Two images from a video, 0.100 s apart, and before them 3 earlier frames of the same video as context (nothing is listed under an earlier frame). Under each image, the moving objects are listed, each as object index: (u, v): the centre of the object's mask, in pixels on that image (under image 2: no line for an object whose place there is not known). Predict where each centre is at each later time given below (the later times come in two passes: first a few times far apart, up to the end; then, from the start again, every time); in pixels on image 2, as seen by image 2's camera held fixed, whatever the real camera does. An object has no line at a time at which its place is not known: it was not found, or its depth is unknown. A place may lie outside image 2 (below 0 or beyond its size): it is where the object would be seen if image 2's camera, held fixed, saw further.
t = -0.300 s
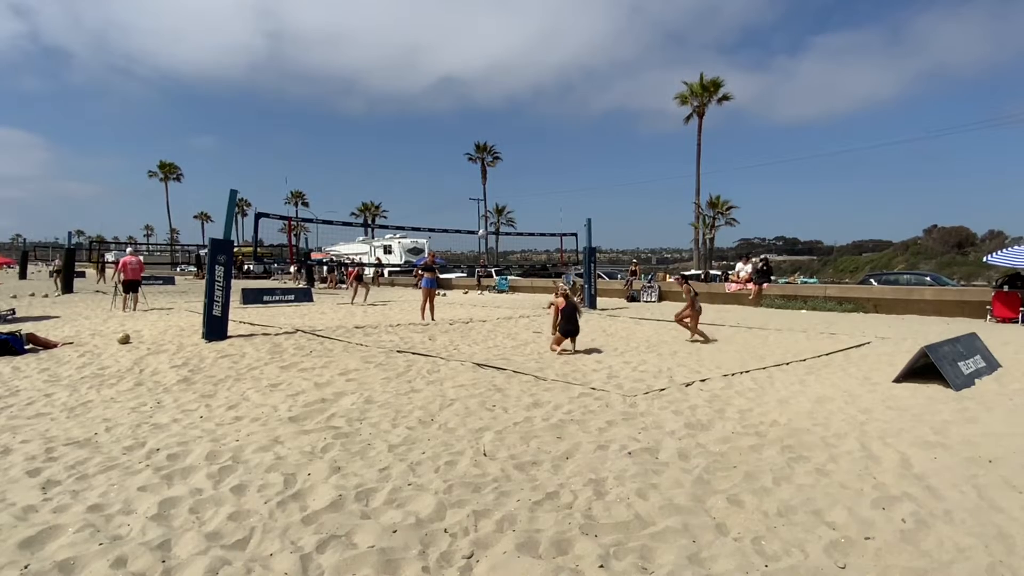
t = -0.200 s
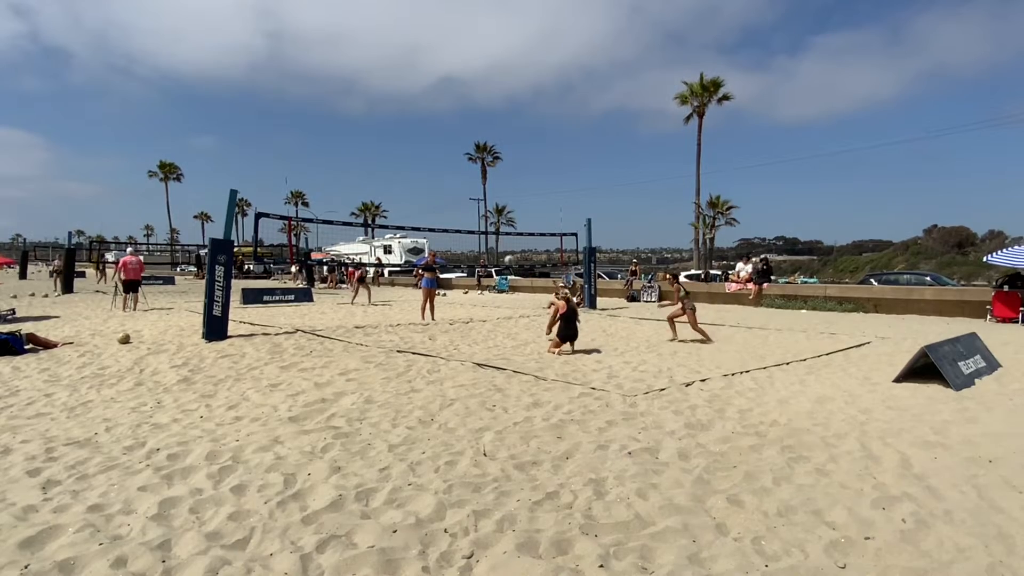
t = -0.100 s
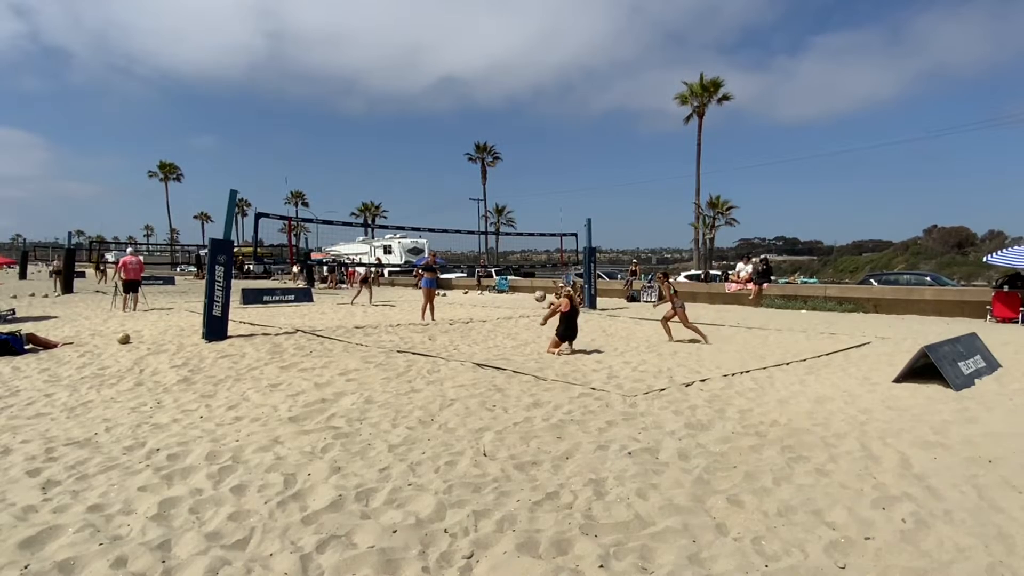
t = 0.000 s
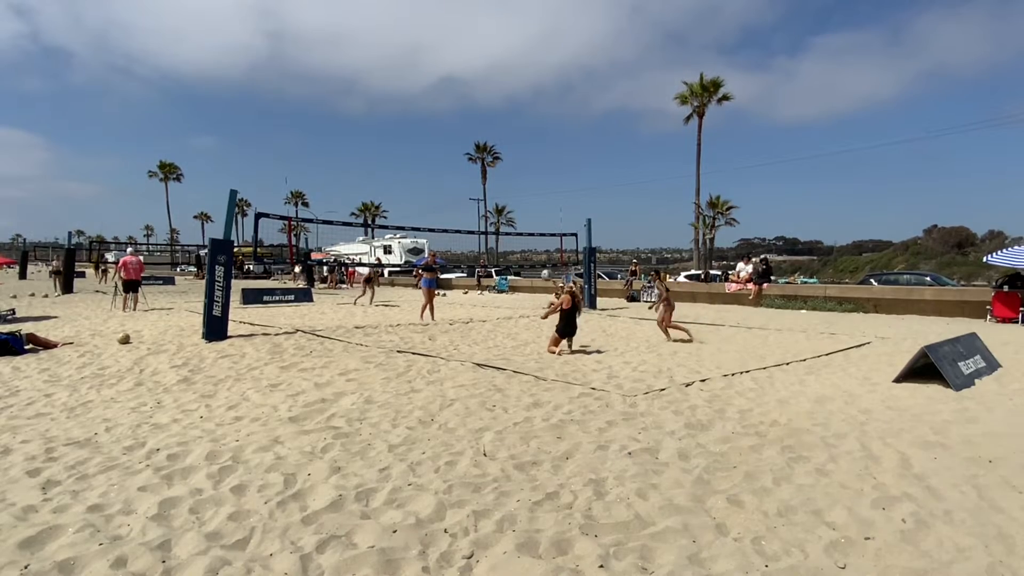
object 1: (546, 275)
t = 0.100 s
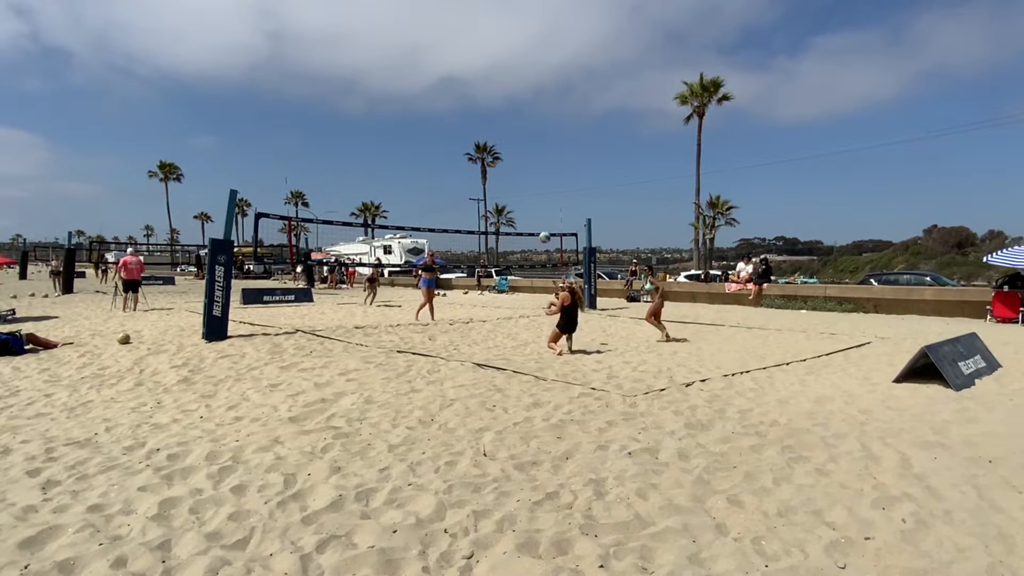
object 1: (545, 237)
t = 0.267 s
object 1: (542, 189)
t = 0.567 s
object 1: (539, 146)
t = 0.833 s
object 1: (537, 147)
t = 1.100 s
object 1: (536, 179)
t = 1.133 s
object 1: (536, 185)
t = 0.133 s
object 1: (544, 226)
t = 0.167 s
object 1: (543, 215)
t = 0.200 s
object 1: (543, 206)
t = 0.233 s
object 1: (542, 197)
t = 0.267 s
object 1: (542, 189)
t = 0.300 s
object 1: (541, 182)
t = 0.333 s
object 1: (541, 175)
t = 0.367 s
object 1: (541, 169)
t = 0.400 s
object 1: (541, 163)
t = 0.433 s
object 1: (540, 159)
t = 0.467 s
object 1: (540, 154)
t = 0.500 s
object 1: (540, 151)
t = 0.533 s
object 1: (539, 148)
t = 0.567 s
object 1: (539, 146)
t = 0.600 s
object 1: (539, 144)
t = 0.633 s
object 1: (539, 143)
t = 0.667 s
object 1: (539, 142)
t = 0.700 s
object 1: (538, 142)
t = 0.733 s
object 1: (538, 143)
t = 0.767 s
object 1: (538, 144)
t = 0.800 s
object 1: (538, 146)
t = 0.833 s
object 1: (537, 147)
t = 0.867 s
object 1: (537, 150)
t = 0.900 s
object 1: (537, 153)
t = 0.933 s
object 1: (537, 156)
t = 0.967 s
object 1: (537, 160)
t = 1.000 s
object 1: (536, 164)
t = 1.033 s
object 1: (536, 169)
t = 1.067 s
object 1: (536, 174)
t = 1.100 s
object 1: (536, 179)
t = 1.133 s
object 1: (536, 185)
